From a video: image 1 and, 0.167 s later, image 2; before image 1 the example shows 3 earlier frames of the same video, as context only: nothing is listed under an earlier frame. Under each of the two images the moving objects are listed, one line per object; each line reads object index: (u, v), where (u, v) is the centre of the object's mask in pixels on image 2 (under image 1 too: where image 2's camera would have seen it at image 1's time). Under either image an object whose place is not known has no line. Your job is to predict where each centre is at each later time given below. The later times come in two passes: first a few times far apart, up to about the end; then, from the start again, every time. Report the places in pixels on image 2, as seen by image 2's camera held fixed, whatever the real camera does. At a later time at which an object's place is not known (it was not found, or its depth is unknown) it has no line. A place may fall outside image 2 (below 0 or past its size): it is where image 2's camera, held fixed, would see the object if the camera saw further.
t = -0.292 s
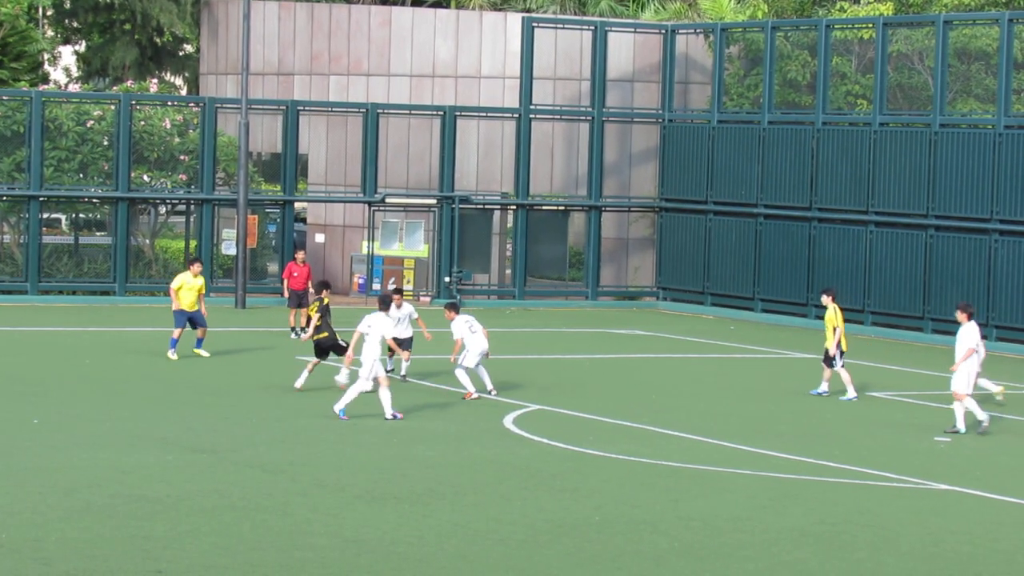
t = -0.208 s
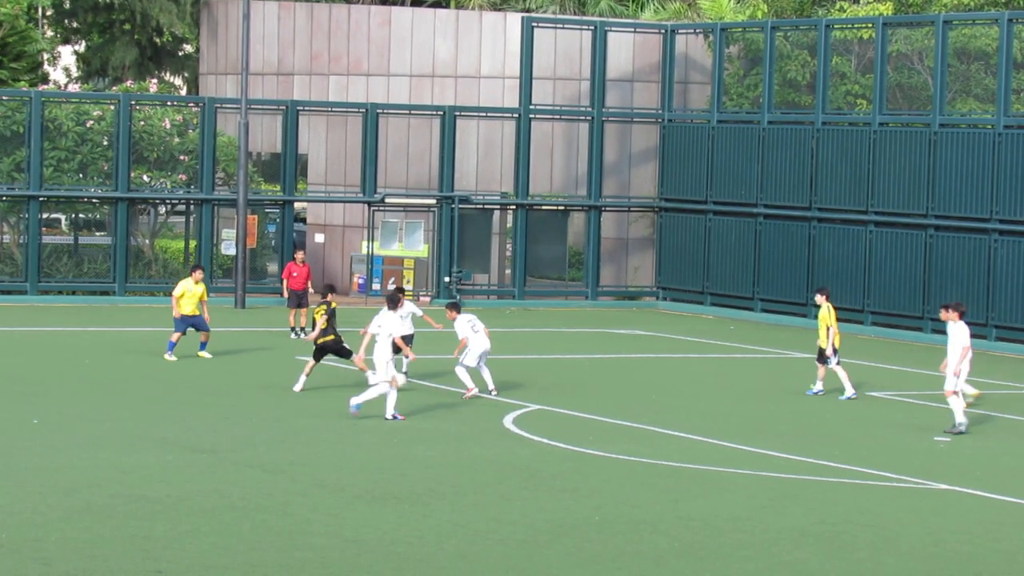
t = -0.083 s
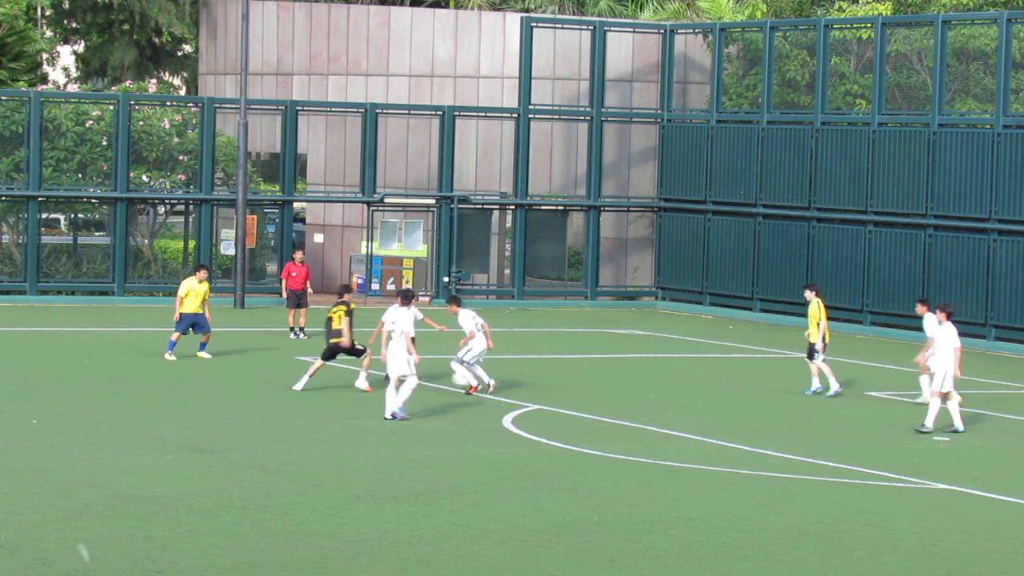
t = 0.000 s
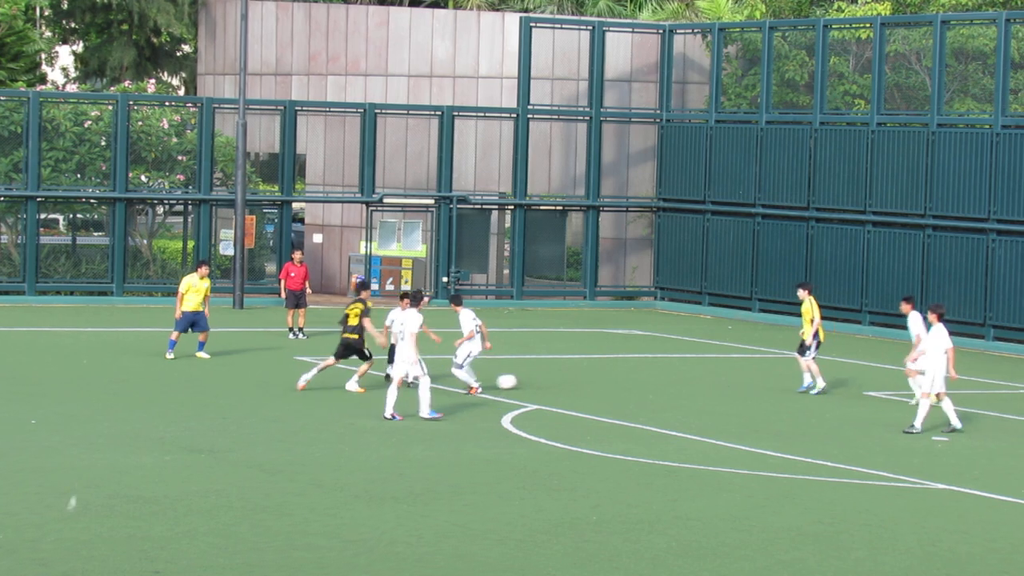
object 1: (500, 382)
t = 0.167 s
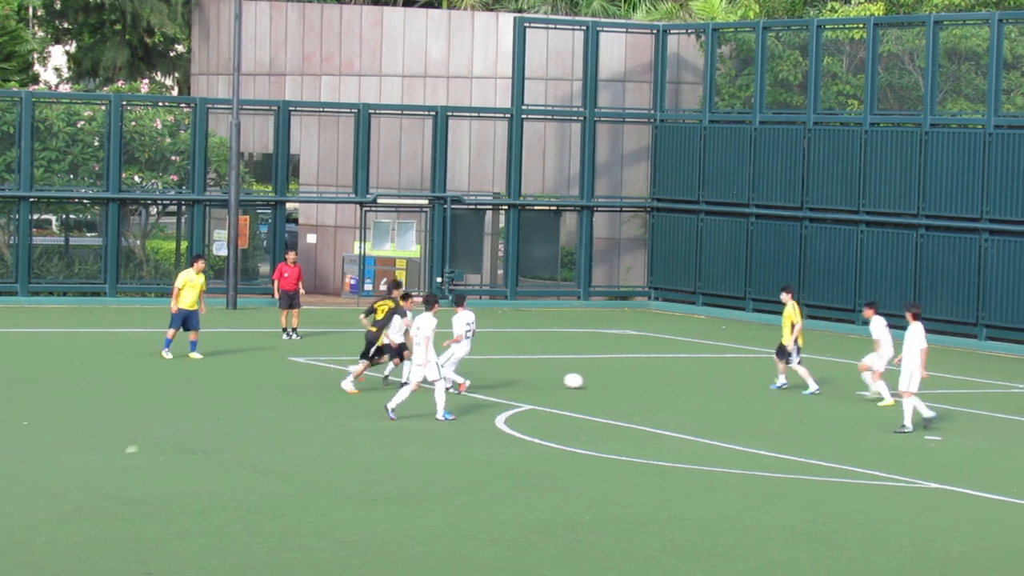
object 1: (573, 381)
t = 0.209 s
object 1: (589, 380)
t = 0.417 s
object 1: (657, 380)
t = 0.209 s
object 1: (589, 380)
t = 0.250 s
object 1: (604, 377)
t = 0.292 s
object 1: (617, 376)
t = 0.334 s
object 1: (631, 376)
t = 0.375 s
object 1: (644, 377)
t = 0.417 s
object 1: (657, 380)
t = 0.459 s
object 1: (668, 378)
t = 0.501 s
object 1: (678, 377)
